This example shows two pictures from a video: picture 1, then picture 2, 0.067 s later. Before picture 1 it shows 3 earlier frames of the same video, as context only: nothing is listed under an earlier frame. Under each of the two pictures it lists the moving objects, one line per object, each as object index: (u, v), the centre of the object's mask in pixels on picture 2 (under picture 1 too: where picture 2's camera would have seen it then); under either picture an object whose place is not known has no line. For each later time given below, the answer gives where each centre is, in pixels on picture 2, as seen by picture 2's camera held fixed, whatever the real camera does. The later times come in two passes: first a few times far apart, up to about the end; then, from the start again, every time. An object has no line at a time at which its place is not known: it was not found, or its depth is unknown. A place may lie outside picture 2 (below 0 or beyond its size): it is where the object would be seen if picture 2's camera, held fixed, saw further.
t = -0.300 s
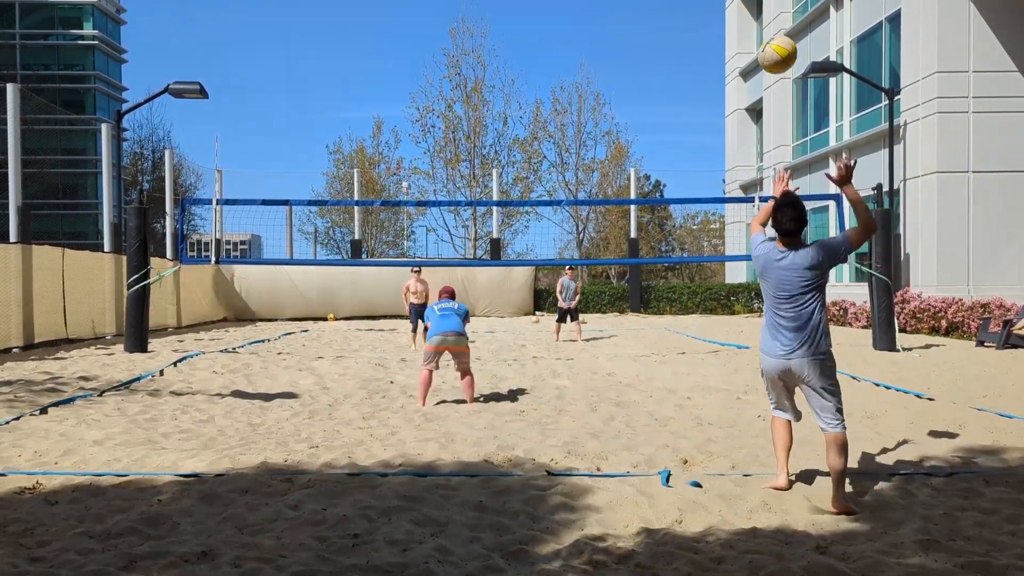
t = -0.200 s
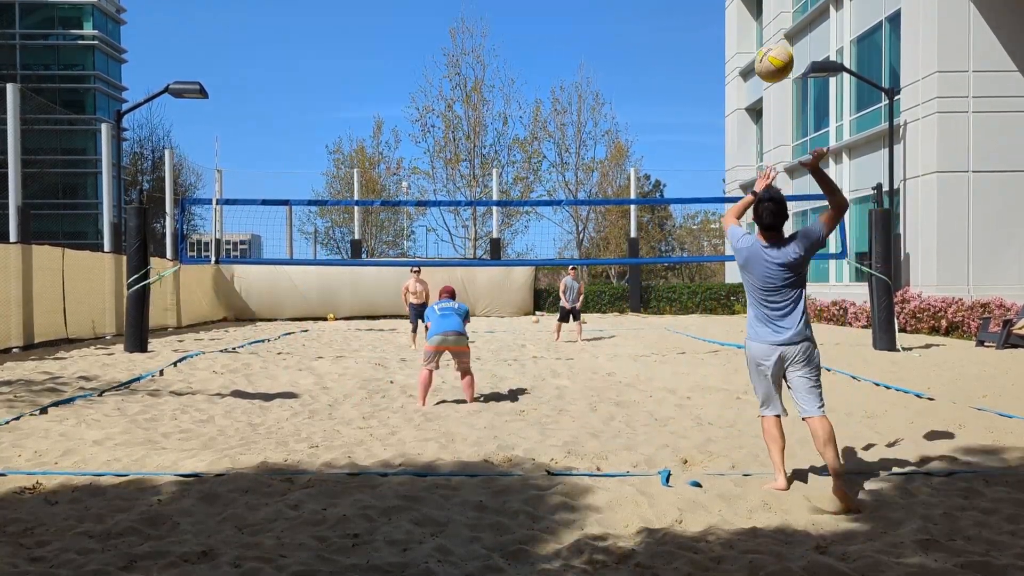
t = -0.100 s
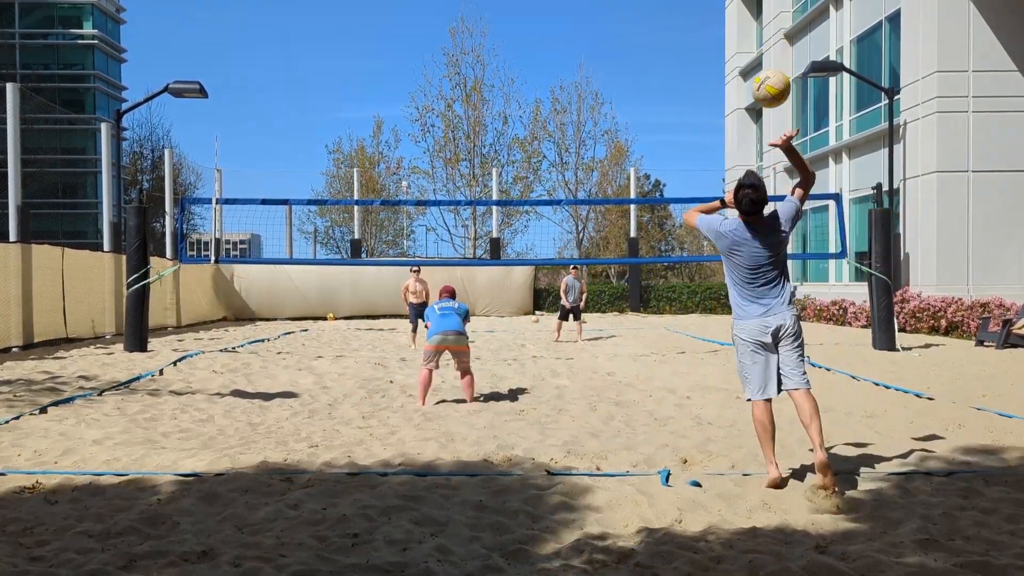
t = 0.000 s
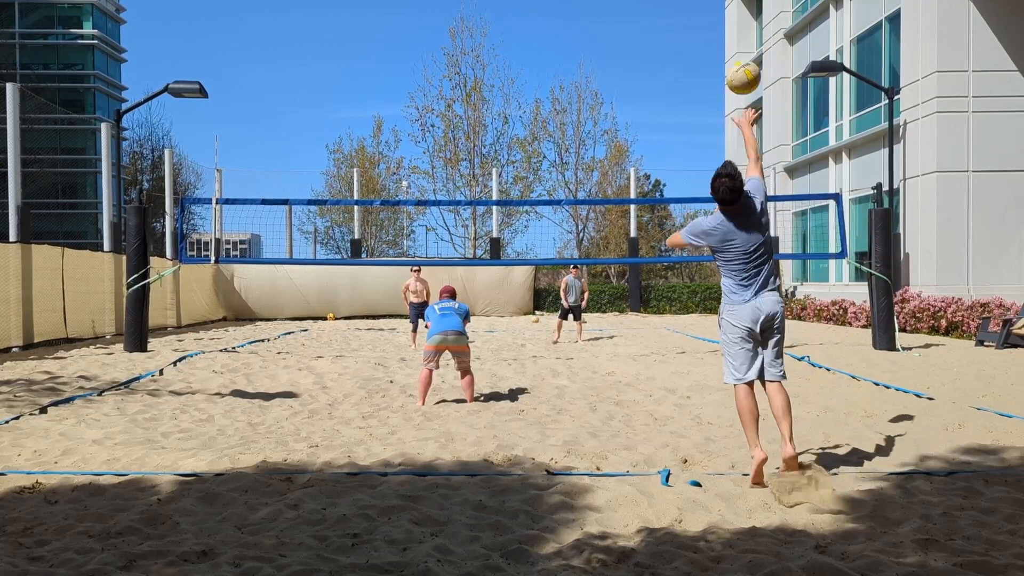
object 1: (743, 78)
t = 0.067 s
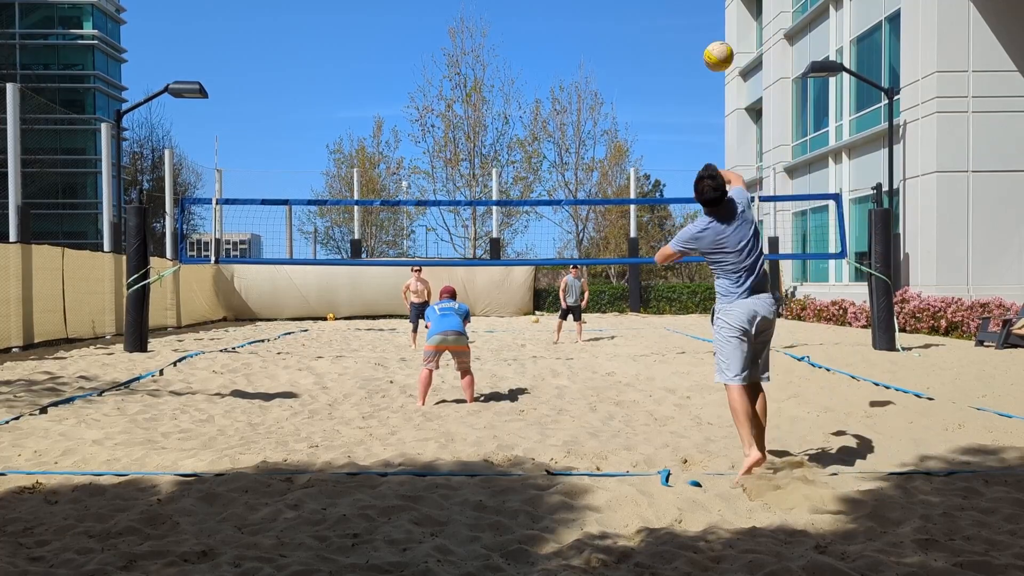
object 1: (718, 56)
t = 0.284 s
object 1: (670, 41)
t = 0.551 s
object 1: (644, 80)
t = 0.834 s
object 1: (629, 154)
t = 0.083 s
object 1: (713, 52)
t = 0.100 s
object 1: (708, 49)
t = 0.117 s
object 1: (704, 46)
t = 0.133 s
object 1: (699, 44)
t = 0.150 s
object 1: (695, 42)
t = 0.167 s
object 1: (691, 41)
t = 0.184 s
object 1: (688, 40)
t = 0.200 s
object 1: (684, 39)
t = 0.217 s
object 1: (681, 39)
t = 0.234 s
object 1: (678, 39)
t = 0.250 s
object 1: (675, 39)
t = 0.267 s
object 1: (672, 40)
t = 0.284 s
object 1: (670, 41)
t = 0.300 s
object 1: (667, 42)
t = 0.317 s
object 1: (665, 43)
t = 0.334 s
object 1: (663, 44)
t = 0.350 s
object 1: (661, 46)
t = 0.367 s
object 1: (659, 48)
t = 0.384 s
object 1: (657, 50)
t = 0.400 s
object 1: (656, 53)
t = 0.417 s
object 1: (654, 55)
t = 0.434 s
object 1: (652, 58)
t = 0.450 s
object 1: (651, 60)
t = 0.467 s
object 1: (650, 63)
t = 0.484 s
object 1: (648, 66)
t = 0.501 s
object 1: (647, 69)
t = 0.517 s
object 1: (646, 73)
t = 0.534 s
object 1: (645, 76)
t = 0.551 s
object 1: (644, 80)
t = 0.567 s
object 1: (642, 83)
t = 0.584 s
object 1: (641, 87)
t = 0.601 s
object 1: (640, 91)
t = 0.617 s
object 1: (639, 95)
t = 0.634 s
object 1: (638, 99)
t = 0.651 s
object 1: (637, 103)
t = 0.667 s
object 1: (636, 107)
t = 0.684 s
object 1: (635, 112)
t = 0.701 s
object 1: (635, 116)
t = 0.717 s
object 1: (634, 120)
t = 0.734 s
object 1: (633, 125)
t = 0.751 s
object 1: (632, 129)
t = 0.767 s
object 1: (631, 135)
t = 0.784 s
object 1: (631, 139)
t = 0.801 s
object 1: (630, 144)
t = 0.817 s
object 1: (630, 149)
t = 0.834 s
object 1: (629, 154)
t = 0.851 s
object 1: (628, 159)
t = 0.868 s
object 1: (628, 164)
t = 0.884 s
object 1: (627, 169)
